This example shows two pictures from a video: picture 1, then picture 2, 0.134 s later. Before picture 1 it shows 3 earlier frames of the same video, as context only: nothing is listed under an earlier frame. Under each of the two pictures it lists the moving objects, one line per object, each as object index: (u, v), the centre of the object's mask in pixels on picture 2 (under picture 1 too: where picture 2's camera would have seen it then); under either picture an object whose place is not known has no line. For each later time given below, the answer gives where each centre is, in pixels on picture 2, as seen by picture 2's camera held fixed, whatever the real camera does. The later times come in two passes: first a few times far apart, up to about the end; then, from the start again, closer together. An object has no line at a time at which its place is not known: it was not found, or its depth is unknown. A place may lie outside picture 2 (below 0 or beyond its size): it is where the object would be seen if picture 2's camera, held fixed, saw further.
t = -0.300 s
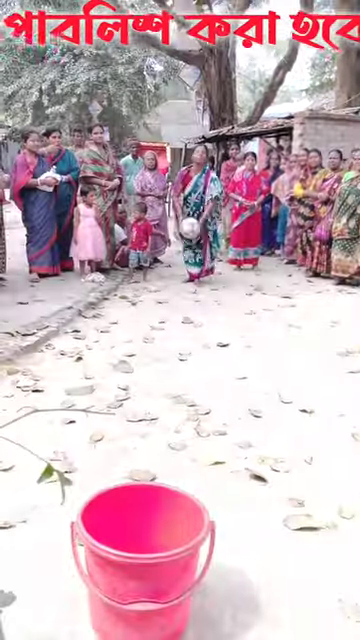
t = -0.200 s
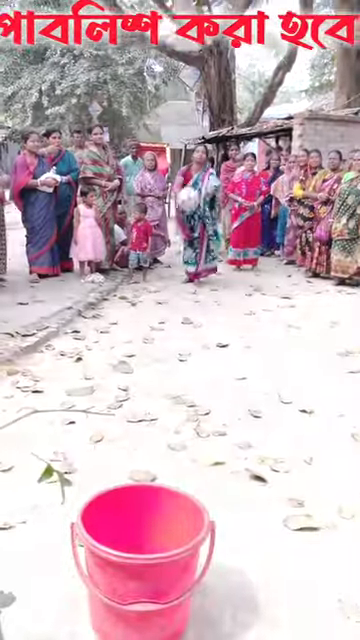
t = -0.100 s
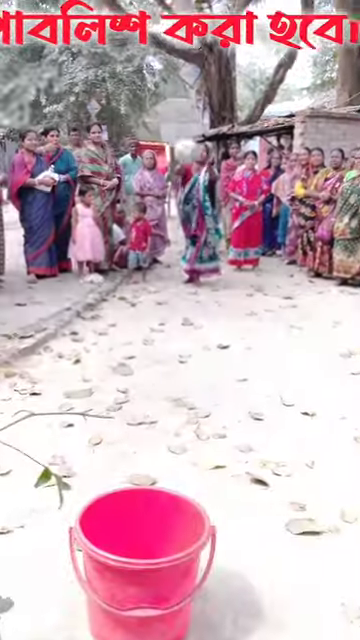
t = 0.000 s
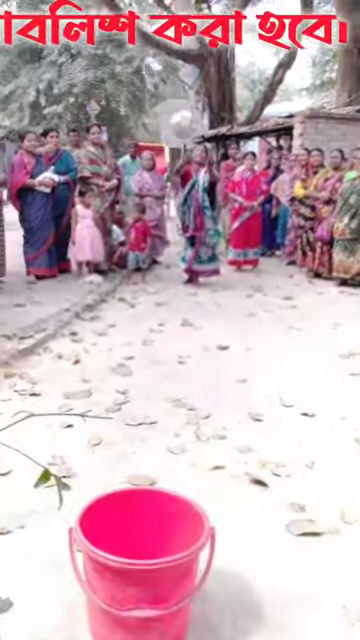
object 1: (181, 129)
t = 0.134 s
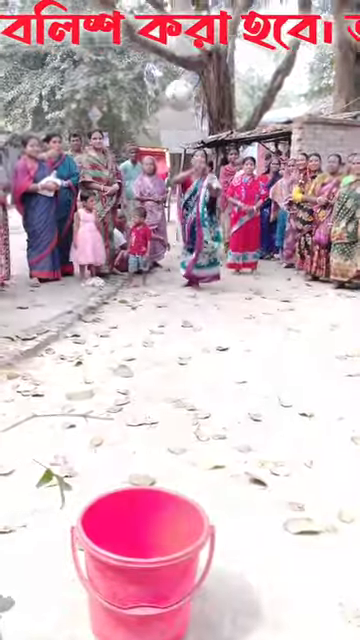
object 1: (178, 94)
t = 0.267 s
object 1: (174, 79)
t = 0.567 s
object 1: (155, 192)
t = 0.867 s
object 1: (125, 461)
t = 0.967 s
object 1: (110, 356)
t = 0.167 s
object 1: (178, 90)
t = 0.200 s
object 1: (177, 86)
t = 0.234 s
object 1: (177, 80)
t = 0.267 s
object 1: (174, 79)
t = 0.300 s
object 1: (173, 80)
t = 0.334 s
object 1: (170, 82)
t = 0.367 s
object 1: (168, 92)
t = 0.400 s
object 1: (166, 100)
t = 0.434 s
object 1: (165, 111)
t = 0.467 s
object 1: (161, 125)
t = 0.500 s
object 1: (160, 142)
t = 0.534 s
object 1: (158, 166)
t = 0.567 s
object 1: (155, 192)
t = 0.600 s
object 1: (152, 224)
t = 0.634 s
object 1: (149, 258)
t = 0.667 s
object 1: (146, 296)
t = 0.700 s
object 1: (147, 351)
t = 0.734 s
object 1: (144, 405)
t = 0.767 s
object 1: (140, 464)
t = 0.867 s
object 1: (125, 461)
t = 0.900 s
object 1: (124, 429)
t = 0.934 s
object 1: (118, 390)
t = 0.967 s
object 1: (110, 356)
